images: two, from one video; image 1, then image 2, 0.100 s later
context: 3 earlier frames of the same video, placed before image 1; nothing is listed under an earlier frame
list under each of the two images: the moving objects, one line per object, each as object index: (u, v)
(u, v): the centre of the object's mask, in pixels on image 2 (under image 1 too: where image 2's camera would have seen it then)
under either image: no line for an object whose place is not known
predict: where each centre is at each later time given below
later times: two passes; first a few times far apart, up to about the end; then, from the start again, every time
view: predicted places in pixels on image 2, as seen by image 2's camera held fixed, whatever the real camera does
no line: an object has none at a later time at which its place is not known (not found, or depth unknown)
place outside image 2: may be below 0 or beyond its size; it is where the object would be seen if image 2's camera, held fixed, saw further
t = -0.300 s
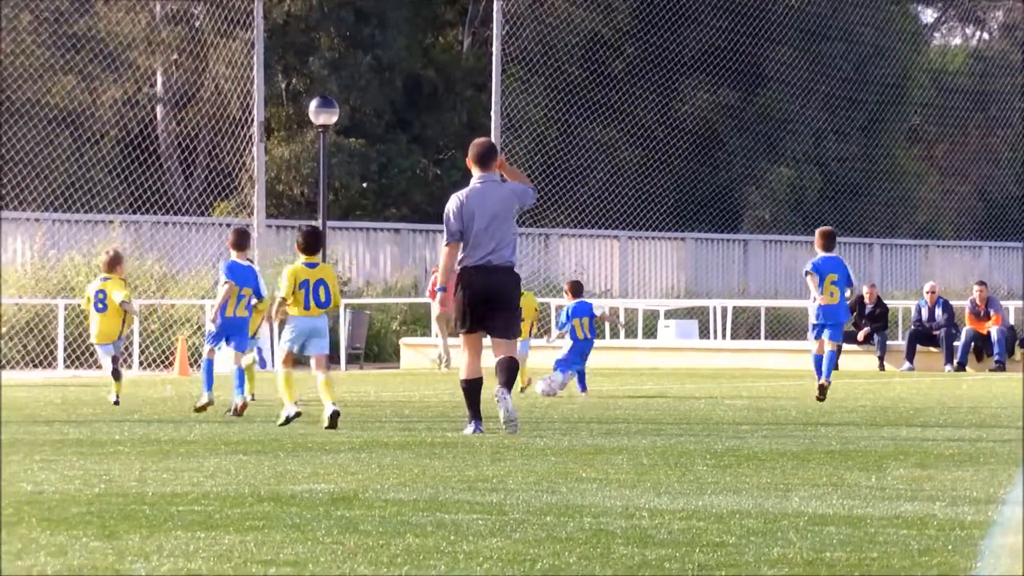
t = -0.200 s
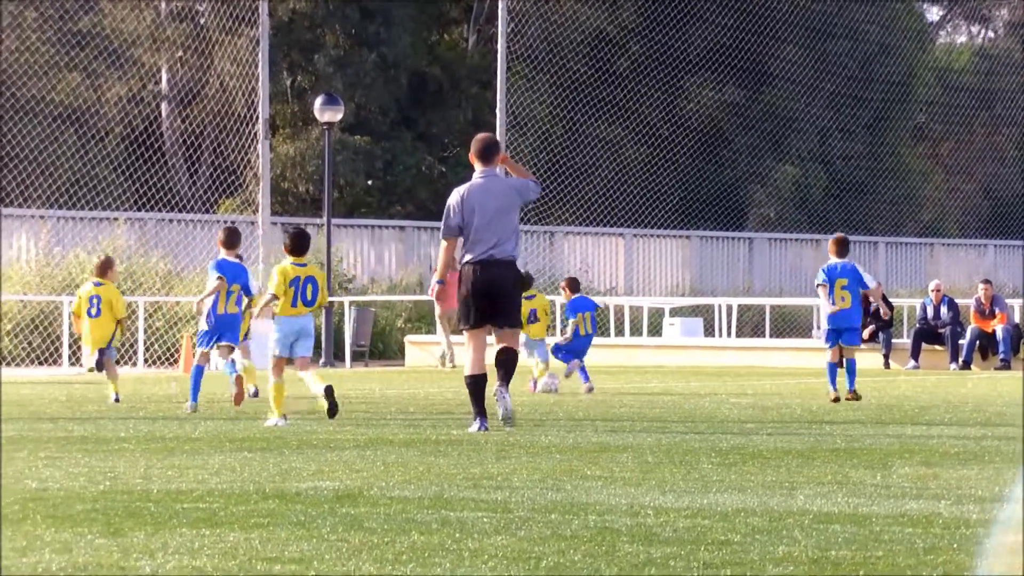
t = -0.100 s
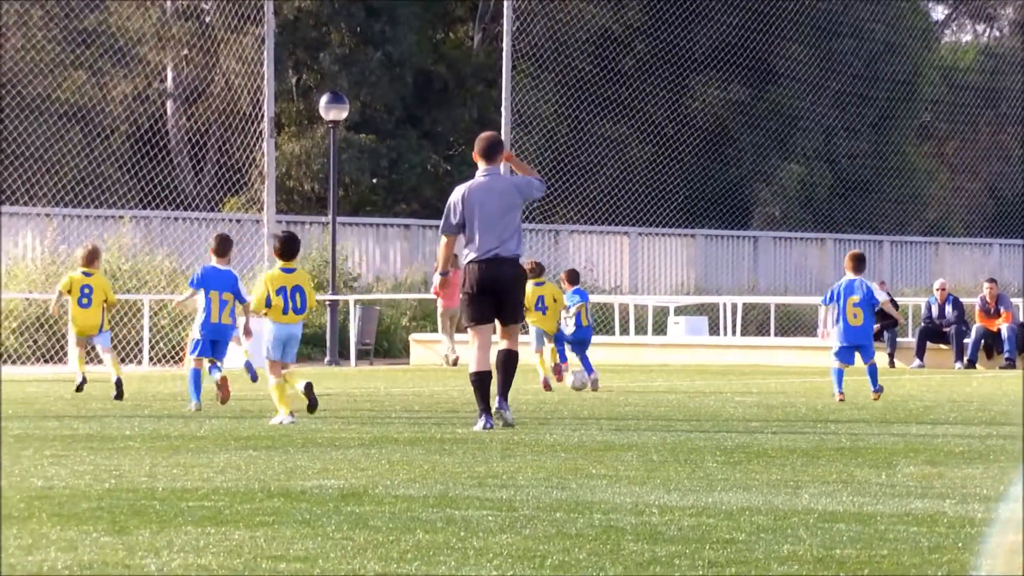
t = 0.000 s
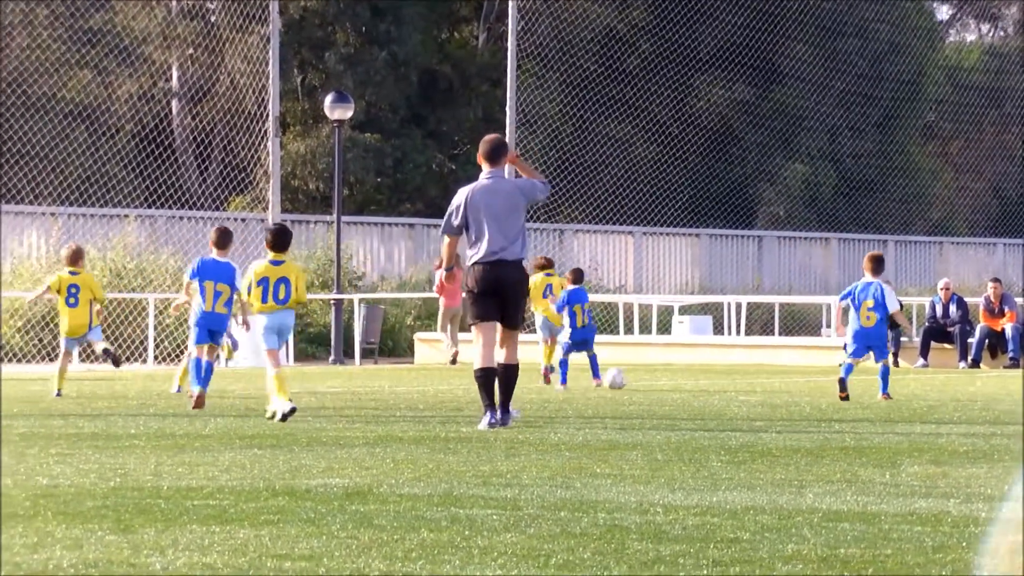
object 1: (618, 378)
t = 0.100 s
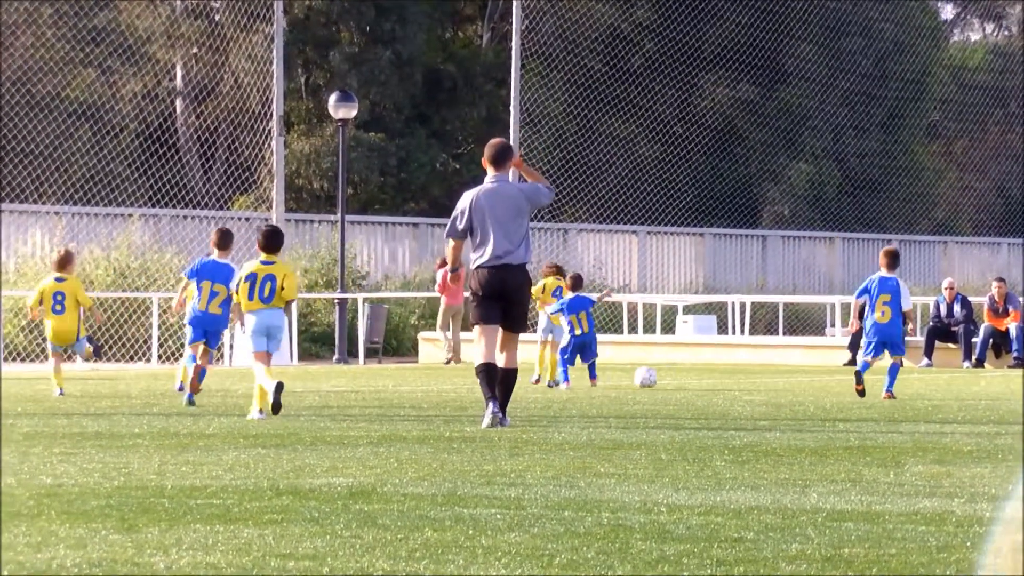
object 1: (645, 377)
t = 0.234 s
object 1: (676, 377)
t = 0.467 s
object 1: (723, 375)
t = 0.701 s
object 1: (763, 374)
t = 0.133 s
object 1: (654, 377)
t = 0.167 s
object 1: (660, 377)
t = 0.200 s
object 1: (668, 377)
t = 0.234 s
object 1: (676, 377)
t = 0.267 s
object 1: (683, 377)
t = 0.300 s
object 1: (690, 376)
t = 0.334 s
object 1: (698, 376)
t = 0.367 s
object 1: (704, 376)
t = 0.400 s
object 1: (710, 375)
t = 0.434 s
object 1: (717, 376)
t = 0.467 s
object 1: (723, 375)
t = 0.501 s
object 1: (729, 375)
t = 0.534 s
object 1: (735, 375)
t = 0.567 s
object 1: (741, 375)
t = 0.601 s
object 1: (746, 374)
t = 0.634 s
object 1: (752, 374)
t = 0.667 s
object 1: (757, 375)
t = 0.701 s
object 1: (763, 374)
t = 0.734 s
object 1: (768, 374)
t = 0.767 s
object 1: (774, 373)
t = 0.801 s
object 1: (779, 373)
